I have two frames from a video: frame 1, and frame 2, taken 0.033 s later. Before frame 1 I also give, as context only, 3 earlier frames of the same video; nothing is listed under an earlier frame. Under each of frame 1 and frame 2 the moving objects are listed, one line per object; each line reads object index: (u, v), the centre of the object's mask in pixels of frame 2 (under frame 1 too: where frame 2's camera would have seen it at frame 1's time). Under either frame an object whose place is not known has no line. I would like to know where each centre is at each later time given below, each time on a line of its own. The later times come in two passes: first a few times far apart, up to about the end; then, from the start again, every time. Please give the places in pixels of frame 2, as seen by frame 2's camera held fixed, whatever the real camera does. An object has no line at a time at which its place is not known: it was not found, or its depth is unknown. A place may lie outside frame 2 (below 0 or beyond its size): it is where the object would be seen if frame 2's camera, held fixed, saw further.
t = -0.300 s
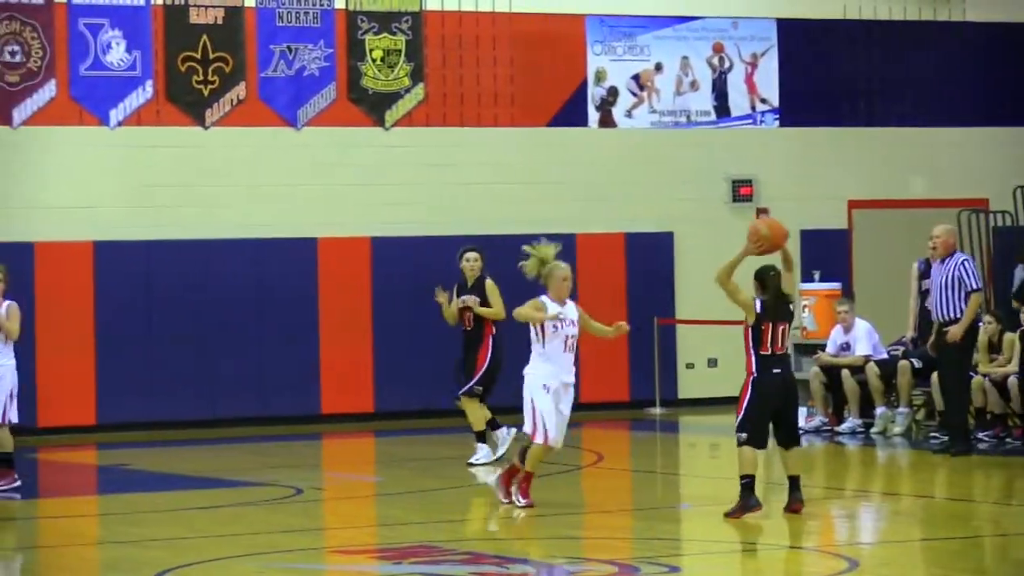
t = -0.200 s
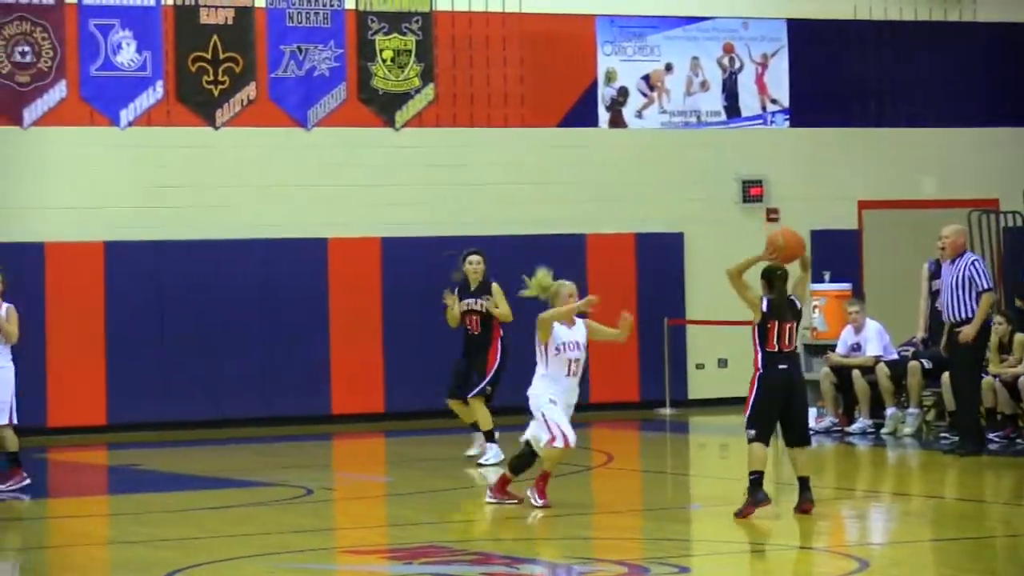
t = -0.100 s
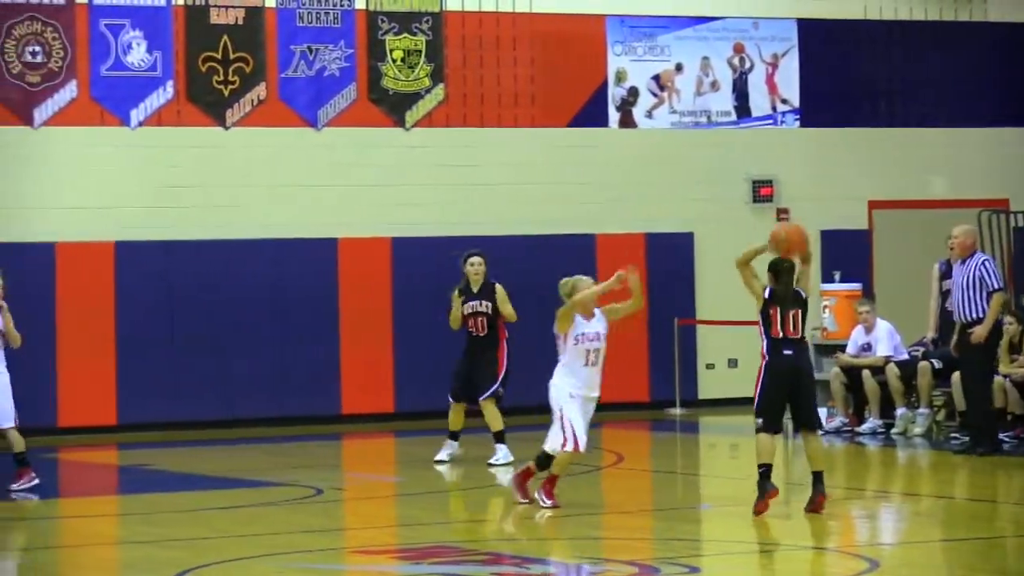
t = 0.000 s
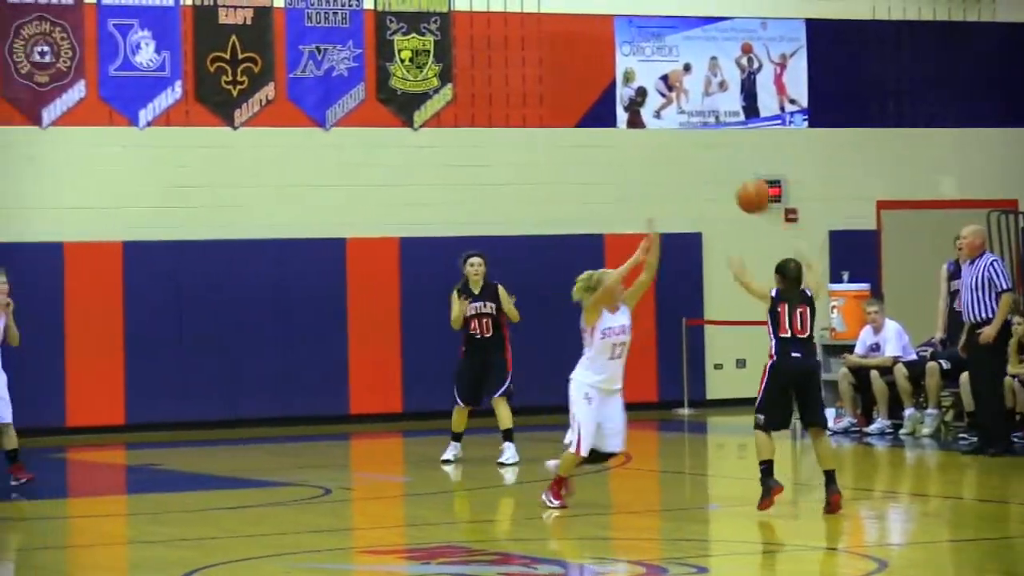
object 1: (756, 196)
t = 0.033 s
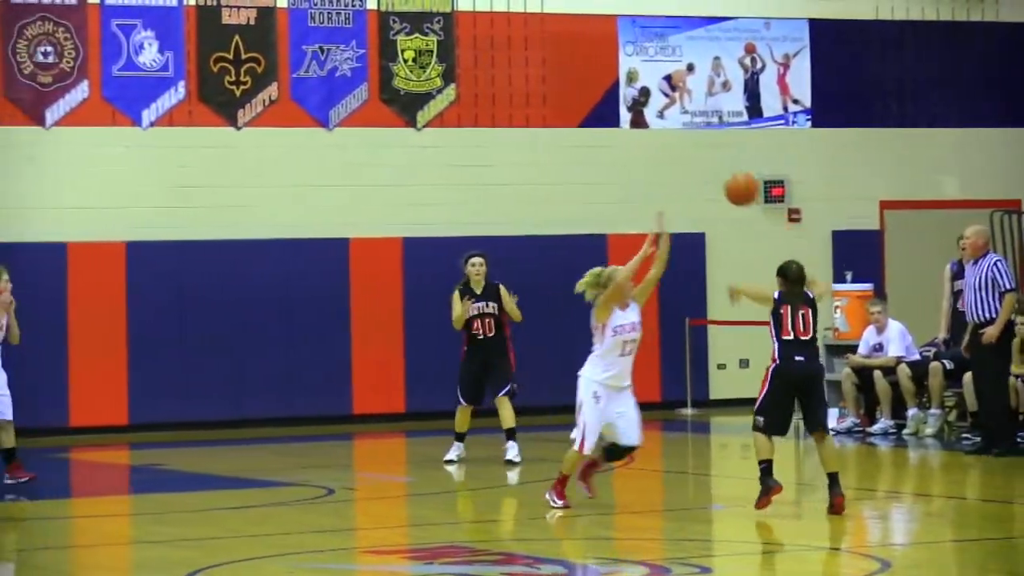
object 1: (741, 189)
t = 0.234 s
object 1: (660, 181)
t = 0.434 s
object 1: (589, 223)
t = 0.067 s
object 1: (727, 183)
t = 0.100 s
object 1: (712, 179)
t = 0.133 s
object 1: (699, 177)
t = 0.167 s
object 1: (685, 177)
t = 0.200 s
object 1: (672, 178)
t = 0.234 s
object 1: (660, 181)
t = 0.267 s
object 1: (647, 185)
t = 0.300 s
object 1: (635, 190)
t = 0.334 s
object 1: (623, 196)
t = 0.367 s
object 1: (611, 204)
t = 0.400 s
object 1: (600, 213)
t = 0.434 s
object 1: (589, 223)
